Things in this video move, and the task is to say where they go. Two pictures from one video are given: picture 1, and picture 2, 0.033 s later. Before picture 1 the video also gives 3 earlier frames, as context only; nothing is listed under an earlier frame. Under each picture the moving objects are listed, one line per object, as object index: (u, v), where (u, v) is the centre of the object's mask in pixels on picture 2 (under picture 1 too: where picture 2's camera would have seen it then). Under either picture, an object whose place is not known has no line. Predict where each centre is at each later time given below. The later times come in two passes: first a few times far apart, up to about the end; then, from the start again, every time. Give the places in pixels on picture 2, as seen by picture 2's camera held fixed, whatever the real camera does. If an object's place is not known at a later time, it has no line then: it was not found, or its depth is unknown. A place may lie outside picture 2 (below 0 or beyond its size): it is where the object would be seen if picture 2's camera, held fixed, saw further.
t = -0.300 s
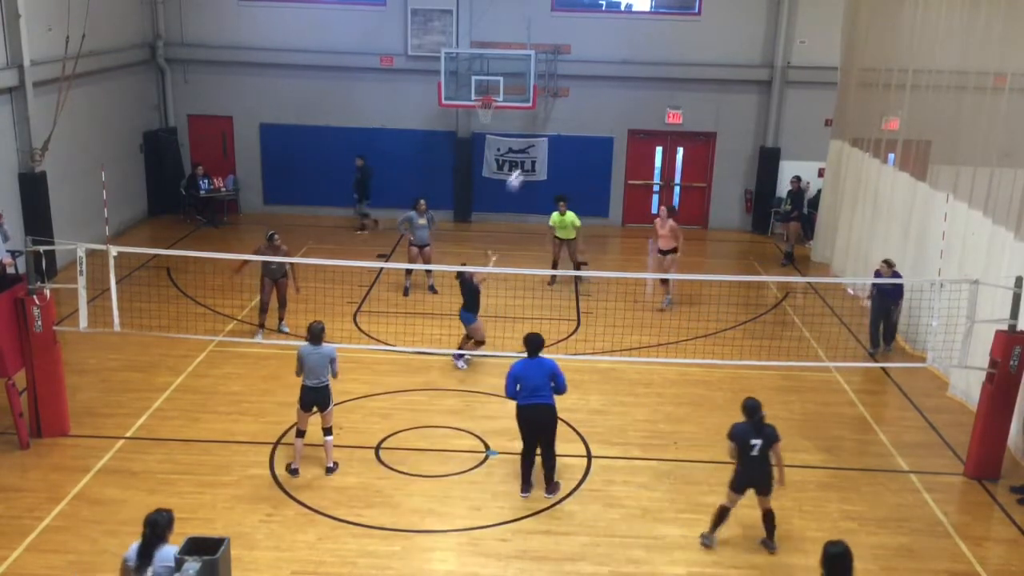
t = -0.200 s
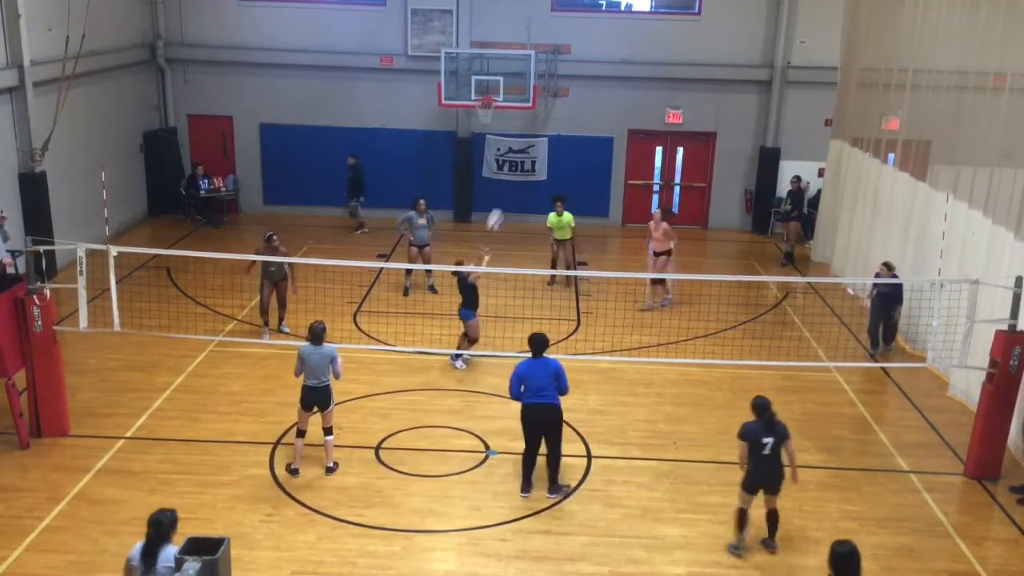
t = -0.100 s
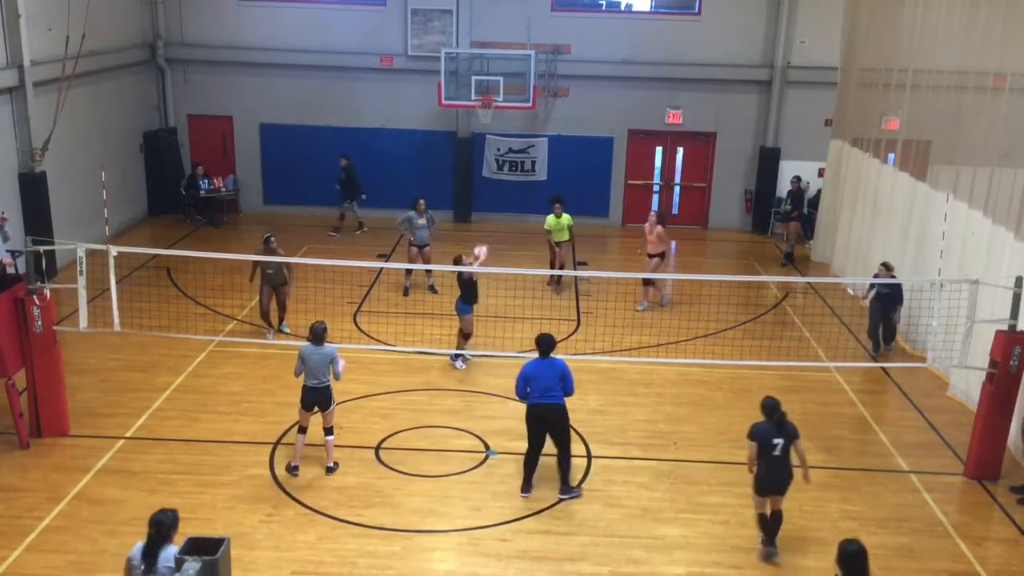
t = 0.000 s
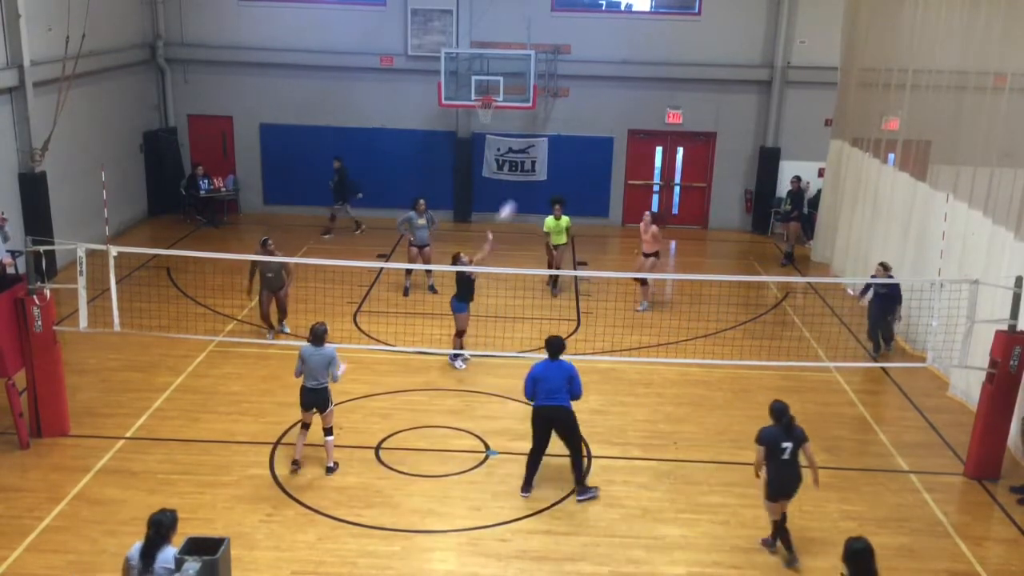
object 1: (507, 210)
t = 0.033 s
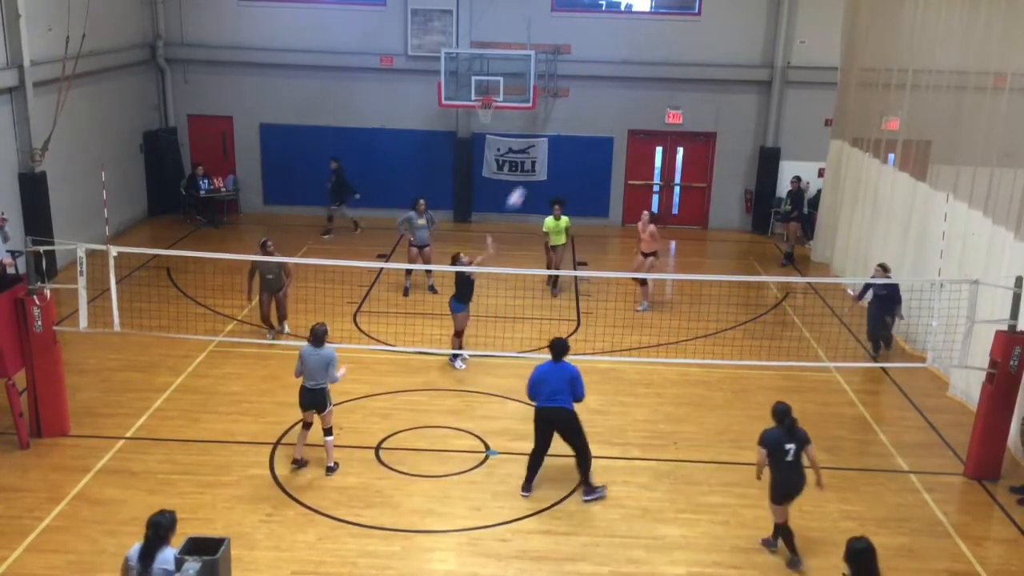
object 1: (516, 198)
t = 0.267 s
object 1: (584, 116)
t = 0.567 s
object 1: (672, 68)
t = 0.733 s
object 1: (720, 72)
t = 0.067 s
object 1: (525, 185)
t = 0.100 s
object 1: (535, 172)
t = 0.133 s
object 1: (545, 159)
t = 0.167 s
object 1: (555, 147)
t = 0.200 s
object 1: (564, 137)
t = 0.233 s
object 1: (574, 127)
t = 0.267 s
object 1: (584, 116)
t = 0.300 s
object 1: (593, 108)
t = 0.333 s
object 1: (603, 100)
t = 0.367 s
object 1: (613, 93)
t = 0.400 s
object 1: (623, 87)
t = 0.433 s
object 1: (633, 82)
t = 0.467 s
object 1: (642, 77)
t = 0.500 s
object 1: (651, 73)
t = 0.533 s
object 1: (662, 70)
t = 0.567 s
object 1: (672, 68)
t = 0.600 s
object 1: (681, 68)
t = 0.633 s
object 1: (691, 66)
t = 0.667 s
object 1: (700, 67)
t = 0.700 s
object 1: (710, 69)
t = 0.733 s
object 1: (720, 72)
